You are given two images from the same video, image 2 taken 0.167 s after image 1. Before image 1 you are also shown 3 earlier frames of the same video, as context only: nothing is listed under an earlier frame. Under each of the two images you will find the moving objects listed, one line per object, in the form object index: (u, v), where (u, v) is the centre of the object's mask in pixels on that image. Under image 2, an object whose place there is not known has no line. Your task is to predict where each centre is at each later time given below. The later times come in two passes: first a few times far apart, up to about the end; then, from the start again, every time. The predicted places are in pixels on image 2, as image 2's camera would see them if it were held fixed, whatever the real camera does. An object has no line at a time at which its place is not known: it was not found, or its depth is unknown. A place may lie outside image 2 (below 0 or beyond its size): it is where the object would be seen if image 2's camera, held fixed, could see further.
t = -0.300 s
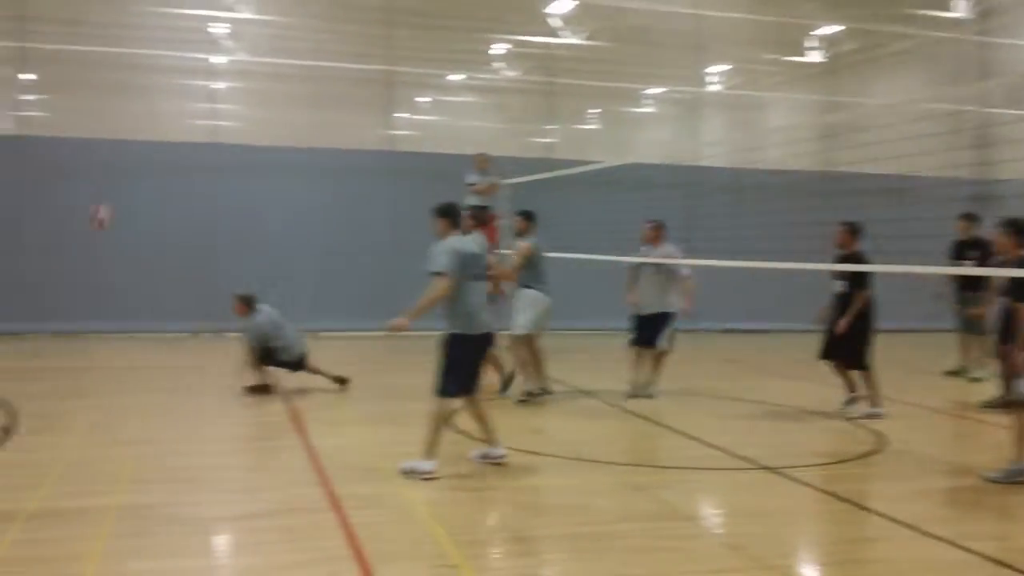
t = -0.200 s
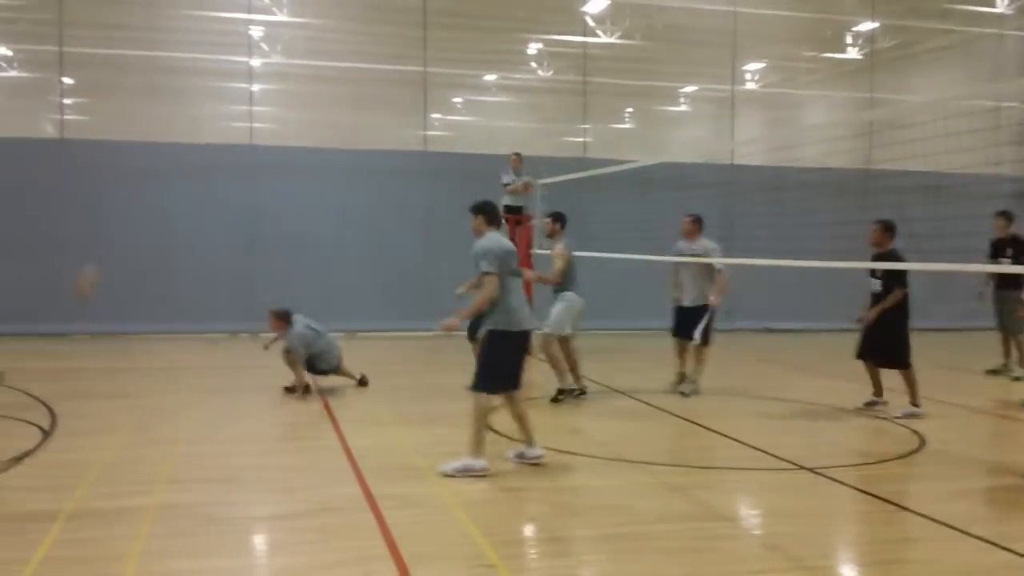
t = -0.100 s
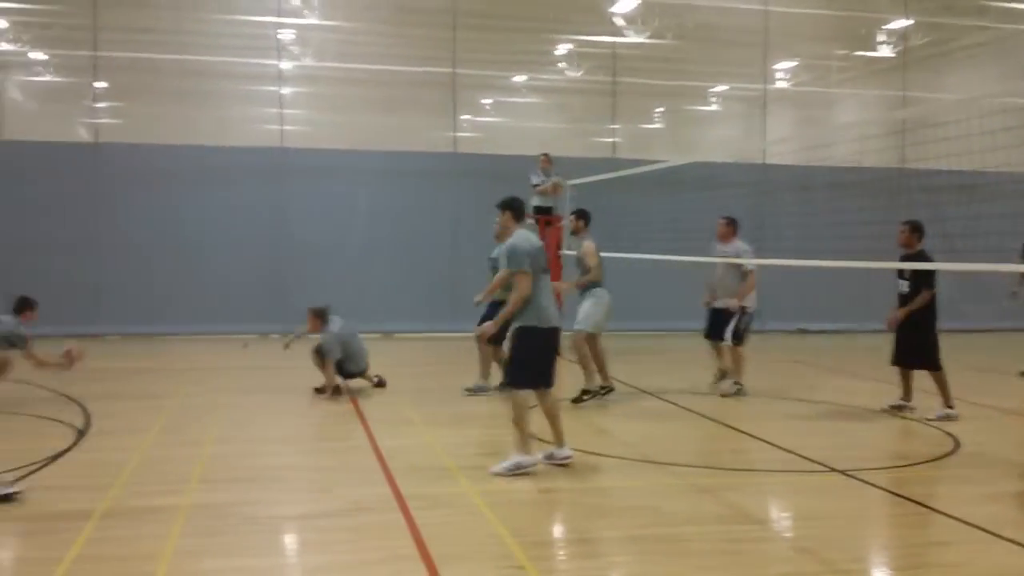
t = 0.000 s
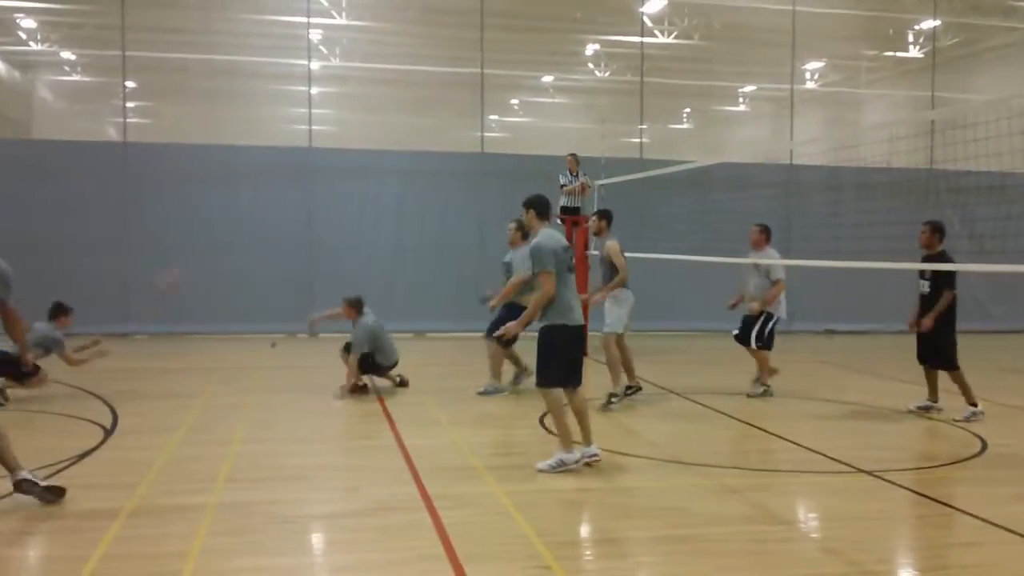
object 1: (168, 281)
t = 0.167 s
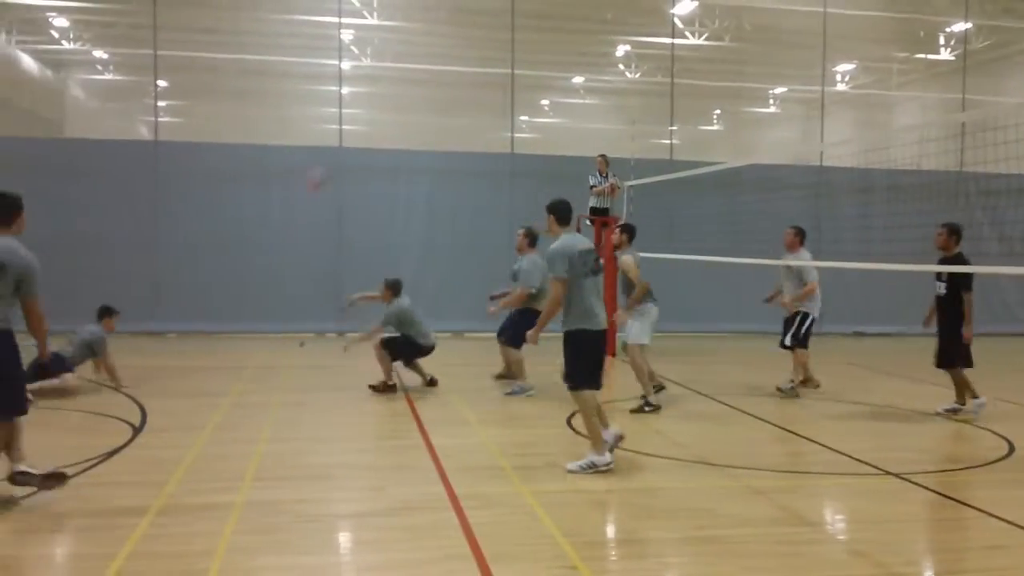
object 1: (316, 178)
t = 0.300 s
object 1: (394, 128)
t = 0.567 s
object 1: (529, 77)
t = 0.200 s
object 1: (333, 166)
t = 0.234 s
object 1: (354, 154)
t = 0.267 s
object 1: (374, 139)
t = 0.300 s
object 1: (394, 128)
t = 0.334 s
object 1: (412, 118)
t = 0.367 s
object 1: (431, 110)
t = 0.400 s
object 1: (449, 101)
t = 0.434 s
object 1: (465, 95)
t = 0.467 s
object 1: (482, 88)
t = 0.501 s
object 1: (499, 84)
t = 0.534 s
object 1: (513, 80)
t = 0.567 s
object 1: (529, 77)
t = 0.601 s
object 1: (543, 73)
